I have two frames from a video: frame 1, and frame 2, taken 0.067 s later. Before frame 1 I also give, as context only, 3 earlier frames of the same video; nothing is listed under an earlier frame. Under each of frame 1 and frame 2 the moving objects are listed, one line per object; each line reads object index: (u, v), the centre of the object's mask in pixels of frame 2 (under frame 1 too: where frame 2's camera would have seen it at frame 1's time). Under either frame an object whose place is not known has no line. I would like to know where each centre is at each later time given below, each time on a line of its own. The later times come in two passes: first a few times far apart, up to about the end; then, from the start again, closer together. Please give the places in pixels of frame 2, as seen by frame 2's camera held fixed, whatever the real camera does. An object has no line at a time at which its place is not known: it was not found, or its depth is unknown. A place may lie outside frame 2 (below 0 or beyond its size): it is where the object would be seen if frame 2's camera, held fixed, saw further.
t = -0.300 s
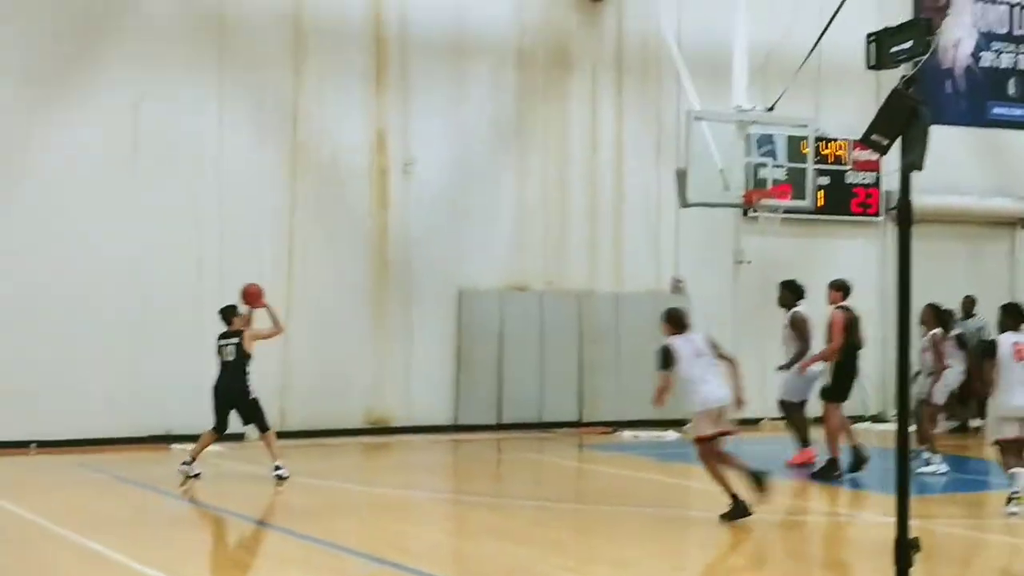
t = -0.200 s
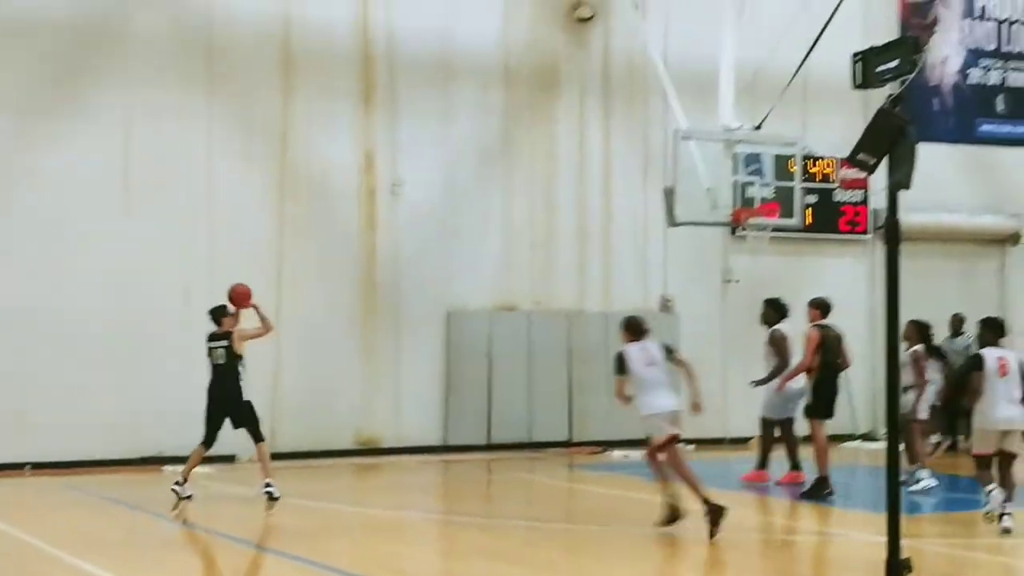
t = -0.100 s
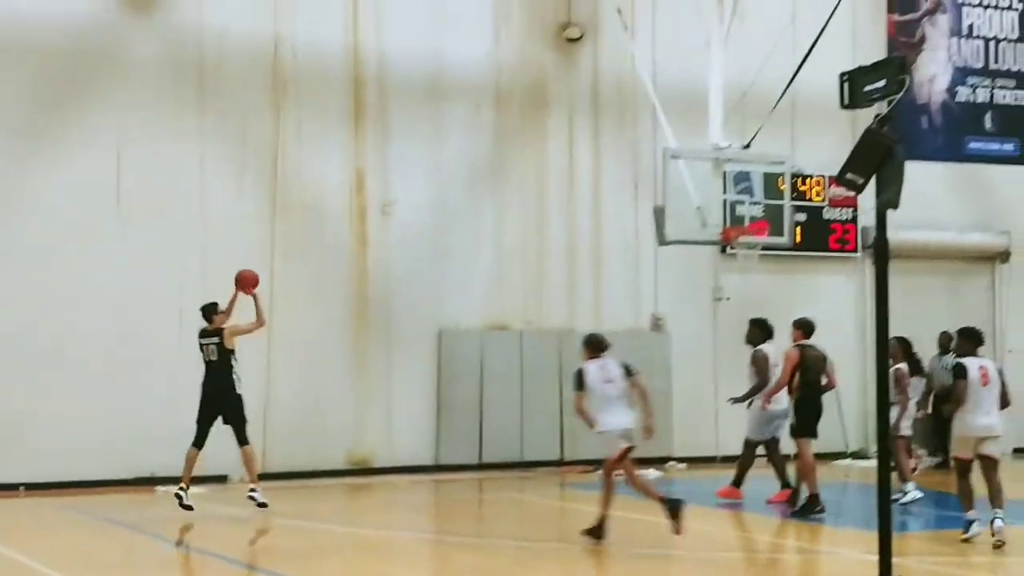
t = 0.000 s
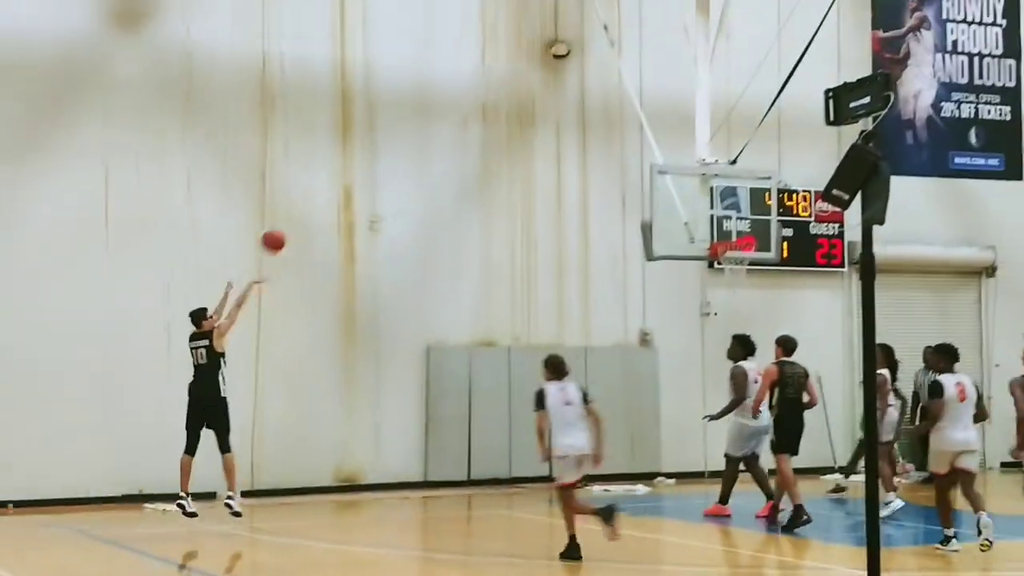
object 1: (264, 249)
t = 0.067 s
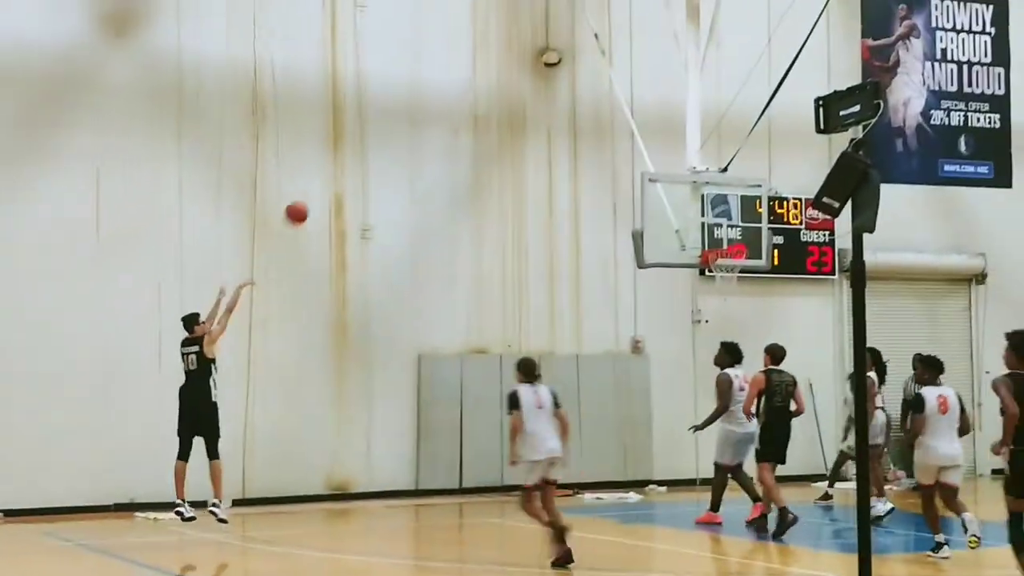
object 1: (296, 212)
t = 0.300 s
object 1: (400, 125)
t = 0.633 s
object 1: (533, 93)
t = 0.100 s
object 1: (312, 196)
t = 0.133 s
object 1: (327, 181)
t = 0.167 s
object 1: (342, 168)
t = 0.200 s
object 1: (357, 155)
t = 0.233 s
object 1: (371, 144)
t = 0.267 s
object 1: (386, 134)
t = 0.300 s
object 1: (400, 125)
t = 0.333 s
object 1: (414, 117)
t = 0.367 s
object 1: (428, 110)
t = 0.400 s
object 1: (442, 104)
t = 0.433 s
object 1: (456, 100)
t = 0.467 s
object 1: (469, 96)
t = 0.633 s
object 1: (533, 93)
